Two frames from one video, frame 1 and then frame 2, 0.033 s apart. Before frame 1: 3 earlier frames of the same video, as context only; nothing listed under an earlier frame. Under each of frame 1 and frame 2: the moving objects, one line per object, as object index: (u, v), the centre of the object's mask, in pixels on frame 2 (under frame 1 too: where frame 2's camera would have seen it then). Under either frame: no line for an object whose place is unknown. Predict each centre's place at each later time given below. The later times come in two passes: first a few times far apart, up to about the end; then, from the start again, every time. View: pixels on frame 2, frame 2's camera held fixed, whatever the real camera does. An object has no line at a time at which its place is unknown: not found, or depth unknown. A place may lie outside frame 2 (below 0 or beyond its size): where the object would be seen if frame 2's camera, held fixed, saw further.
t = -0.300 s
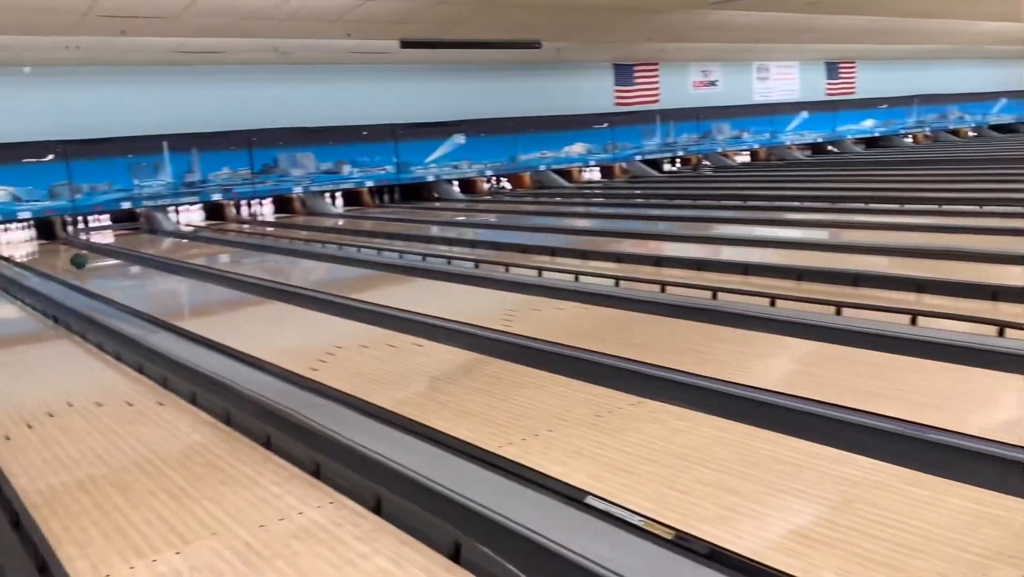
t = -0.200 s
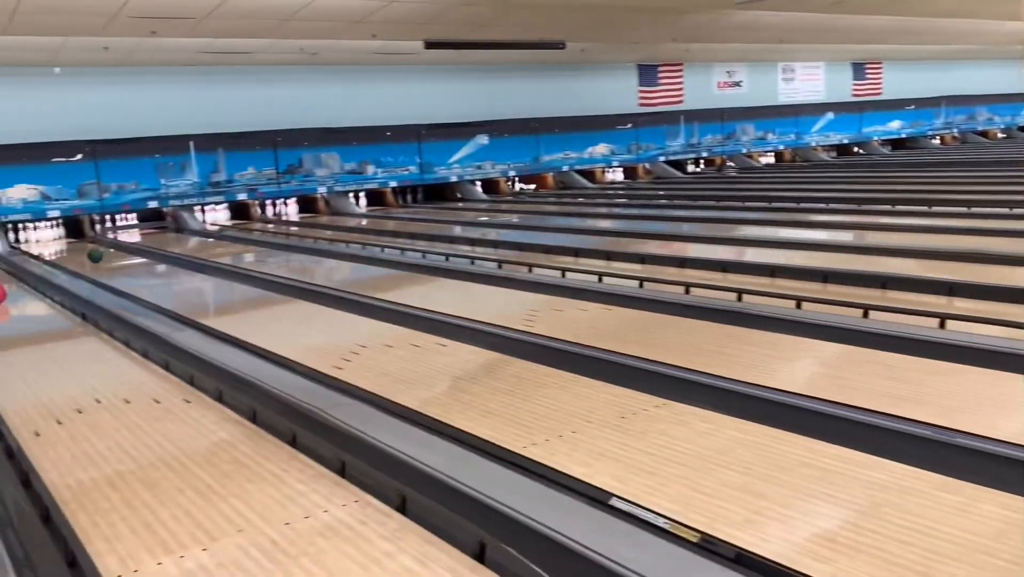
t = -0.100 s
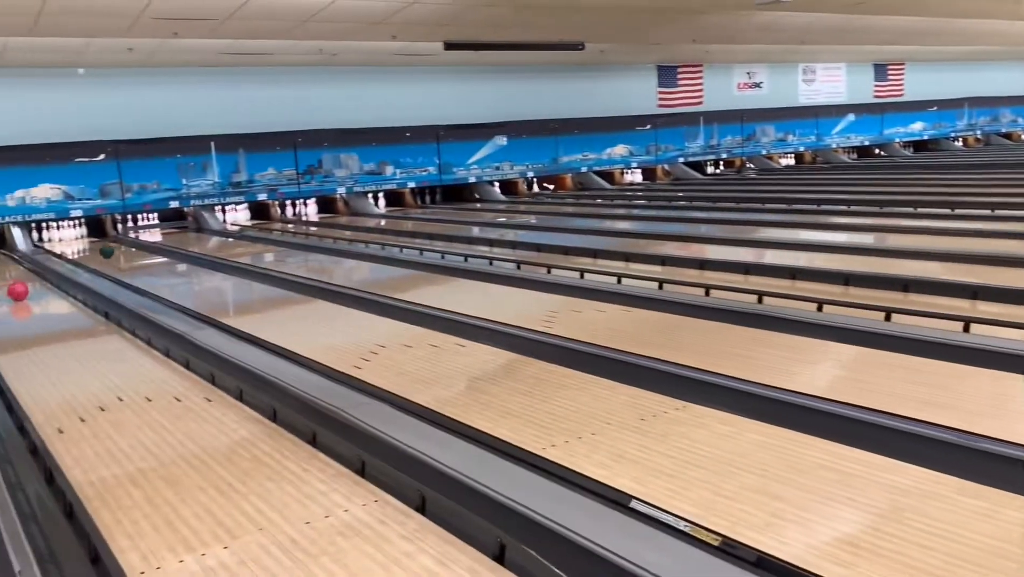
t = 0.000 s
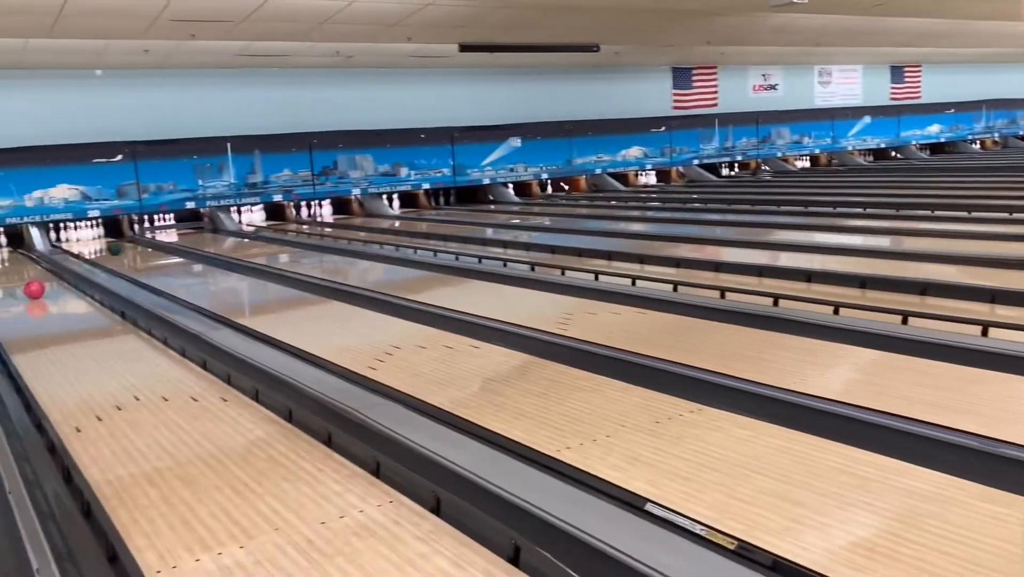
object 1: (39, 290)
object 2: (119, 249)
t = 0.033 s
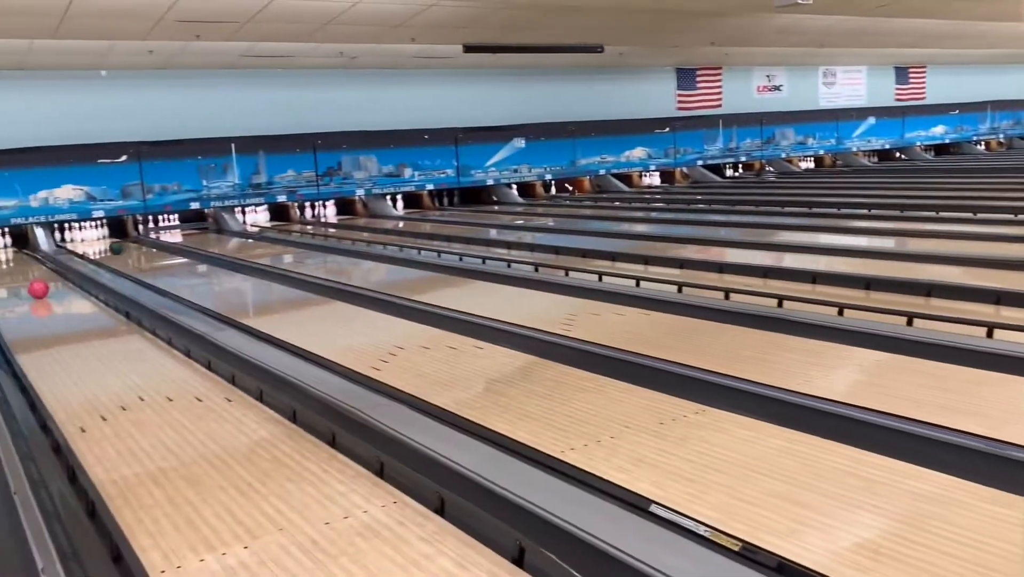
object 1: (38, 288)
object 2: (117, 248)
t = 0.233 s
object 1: (34, 286)
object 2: (100, 243)
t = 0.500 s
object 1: (28, 283)
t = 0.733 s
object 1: (24, 282)
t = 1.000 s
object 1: (20, 279)
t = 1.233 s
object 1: (17, 277)
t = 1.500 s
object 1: (13, 274)
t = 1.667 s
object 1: (11, 272)
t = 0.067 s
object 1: (37, 288)
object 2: (114, 247)
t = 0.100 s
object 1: (36, 287)
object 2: (110, 247)
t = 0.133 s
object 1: (36, 287)
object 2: (107, 246)
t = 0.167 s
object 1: (35, 287)
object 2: (105, 245)
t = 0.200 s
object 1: (34, 287)
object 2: (103, 244)
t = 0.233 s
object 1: (34, 286)
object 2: (100, 243)
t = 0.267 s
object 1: (33, 286)
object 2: (97, 243)
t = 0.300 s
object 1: (32, 285)
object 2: (95, 242)
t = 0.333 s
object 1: (32, 285)
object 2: (92, 241)
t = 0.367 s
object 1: (31, 284)
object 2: (90, 240)
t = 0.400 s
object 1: (30, 284)
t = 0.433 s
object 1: (30, 284)
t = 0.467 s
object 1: (29, 284)
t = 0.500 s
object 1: (28, 283)
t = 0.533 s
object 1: (27, 282)
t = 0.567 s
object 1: (27, 283)
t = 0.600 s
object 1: (27, 283)
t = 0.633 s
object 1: (26, 283)
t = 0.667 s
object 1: (26, 282)
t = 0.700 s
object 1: (25, 282)
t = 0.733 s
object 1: (24, 282)
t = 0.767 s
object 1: (24, 281)
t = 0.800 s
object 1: (24, 281)
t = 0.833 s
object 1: (23, 281)
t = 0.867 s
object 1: (23, 280)
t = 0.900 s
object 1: (22, 280)
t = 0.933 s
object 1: (21, 279)
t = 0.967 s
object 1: (21, 279)
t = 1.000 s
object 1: (20, 279)
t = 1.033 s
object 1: (19, 278)
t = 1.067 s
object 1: (19, 278)
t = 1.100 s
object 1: (18, 278)
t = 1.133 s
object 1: (19, 278)
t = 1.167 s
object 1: (18, 277)
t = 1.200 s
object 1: (17, 277)
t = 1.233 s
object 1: (17, 277)
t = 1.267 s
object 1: (17, 277)
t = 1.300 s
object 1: (16, 276)
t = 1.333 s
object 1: (15, 276)
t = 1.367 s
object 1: (15, 275)
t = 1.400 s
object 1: (14, 275)
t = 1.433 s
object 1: (14, 275)
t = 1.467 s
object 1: (14, 274)
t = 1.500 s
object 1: (13, 274)
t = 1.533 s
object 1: (13, 274)
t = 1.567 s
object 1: (13, 274)
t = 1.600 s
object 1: (12, 273)
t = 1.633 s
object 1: (12, 273)
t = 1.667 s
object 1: (11, 272)
